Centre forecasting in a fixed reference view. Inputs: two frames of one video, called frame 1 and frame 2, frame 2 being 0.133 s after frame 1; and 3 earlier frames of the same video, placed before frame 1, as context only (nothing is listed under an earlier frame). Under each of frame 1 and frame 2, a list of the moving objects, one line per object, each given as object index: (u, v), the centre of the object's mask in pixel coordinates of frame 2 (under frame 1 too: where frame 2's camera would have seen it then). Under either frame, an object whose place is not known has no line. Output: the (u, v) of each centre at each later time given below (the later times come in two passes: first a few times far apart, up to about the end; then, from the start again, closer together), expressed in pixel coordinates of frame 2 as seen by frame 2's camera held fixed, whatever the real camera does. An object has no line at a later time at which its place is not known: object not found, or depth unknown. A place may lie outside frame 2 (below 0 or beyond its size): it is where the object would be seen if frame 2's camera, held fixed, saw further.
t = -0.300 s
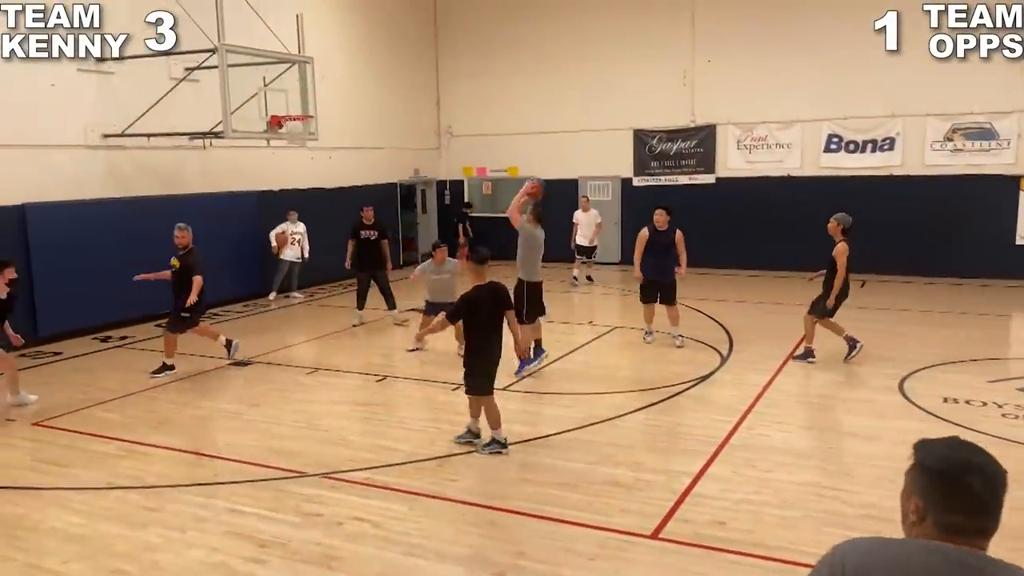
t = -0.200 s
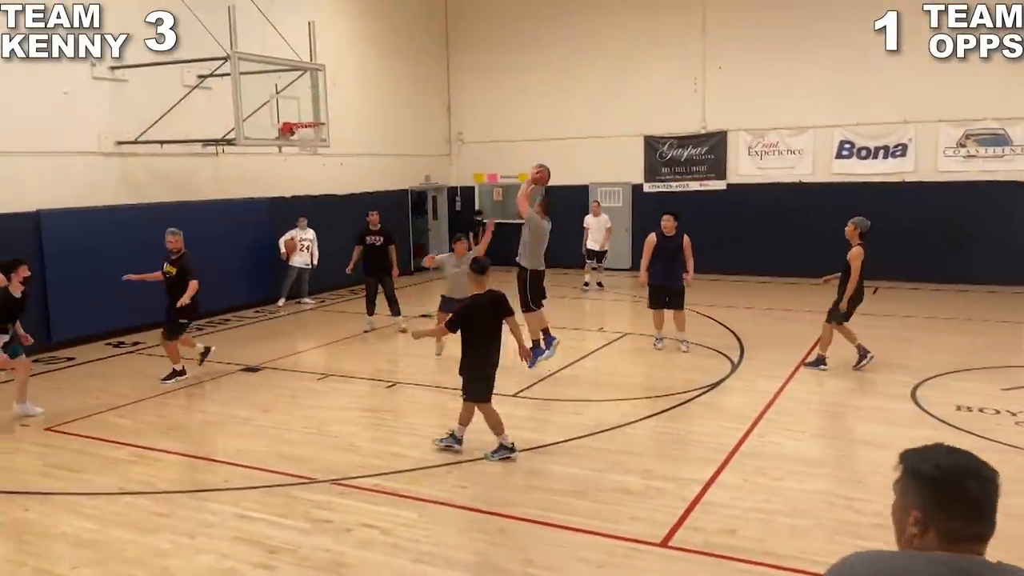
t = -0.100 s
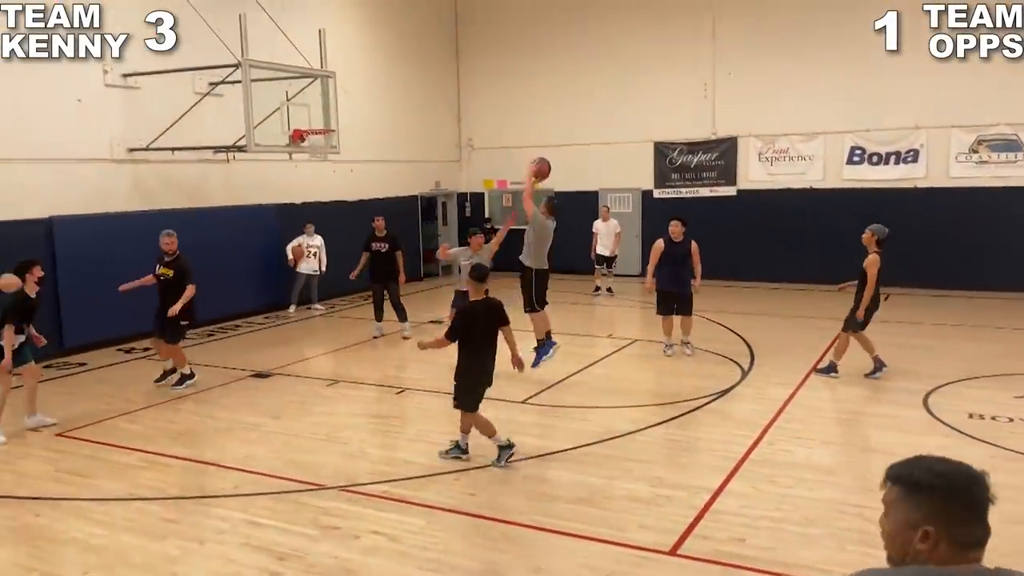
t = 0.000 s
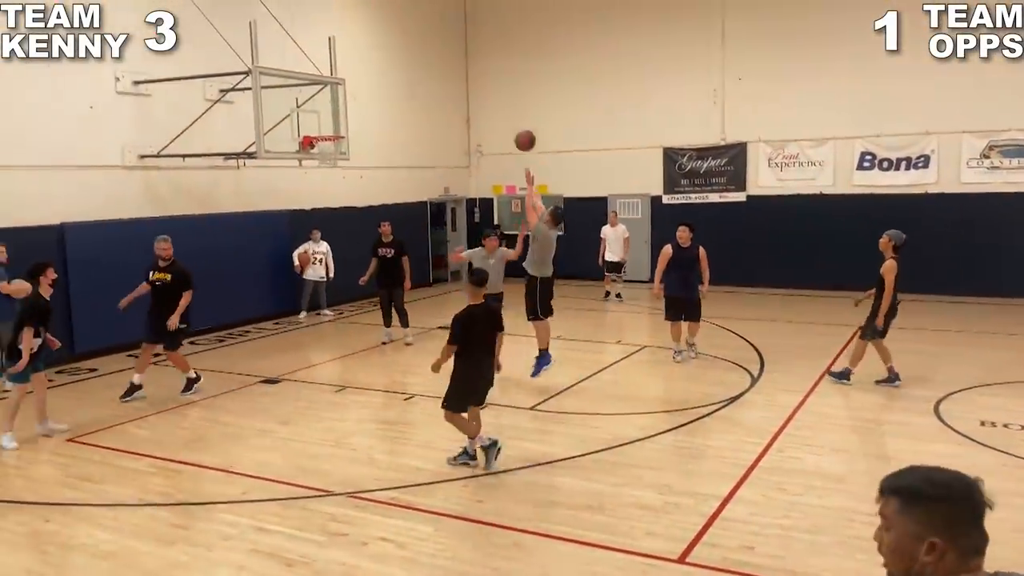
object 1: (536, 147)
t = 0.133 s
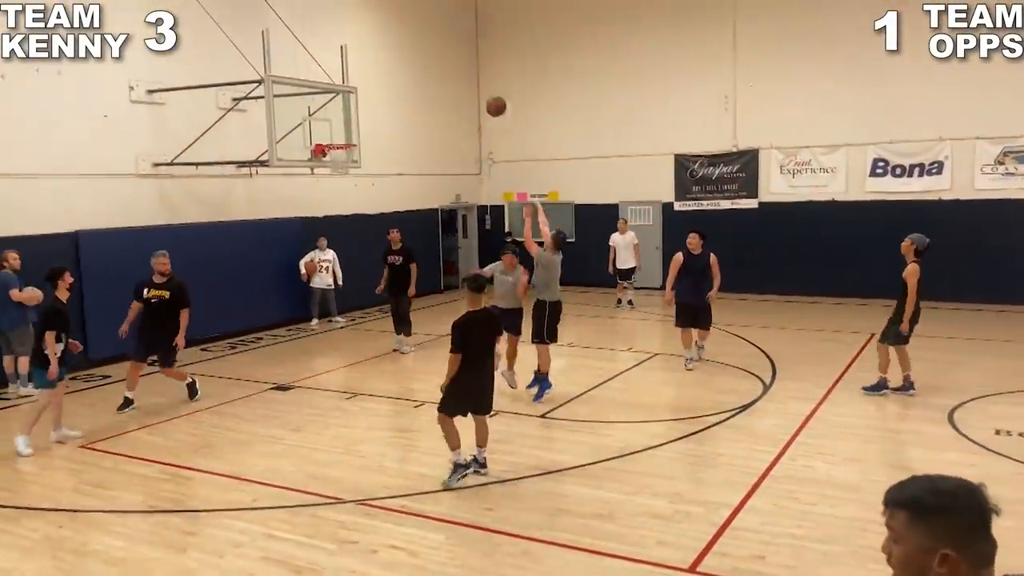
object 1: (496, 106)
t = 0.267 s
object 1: (459, 82)
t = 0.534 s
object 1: (396, 80)
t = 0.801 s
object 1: (346, 130)
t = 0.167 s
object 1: (486, 98)
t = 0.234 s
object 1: (468, 86)
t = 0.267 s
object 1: (459, 82)
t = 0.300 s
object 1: (450, 78)
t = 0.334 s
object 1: (442, 76)
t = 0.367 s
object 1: (434, 74)
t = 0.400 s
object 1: (425, 74)
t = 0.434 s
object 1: (418, 74)
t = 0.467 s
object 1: (410, 75)
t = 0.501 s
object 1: (403, 78)
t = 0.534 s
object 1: (396, 80)
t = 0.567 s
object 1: (389, 84)
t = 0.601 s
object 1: (382, 88)
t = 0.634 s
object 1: (376, 93)
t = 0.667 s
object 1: (369, 99)
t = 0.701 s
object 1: (363, 106)
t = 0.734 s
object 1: (357, 113)
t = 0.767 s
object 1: (351, 121)
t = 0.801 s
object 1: (346, 130)
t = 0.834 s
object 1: (340, 139)
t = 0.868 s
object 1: (335, 147)
